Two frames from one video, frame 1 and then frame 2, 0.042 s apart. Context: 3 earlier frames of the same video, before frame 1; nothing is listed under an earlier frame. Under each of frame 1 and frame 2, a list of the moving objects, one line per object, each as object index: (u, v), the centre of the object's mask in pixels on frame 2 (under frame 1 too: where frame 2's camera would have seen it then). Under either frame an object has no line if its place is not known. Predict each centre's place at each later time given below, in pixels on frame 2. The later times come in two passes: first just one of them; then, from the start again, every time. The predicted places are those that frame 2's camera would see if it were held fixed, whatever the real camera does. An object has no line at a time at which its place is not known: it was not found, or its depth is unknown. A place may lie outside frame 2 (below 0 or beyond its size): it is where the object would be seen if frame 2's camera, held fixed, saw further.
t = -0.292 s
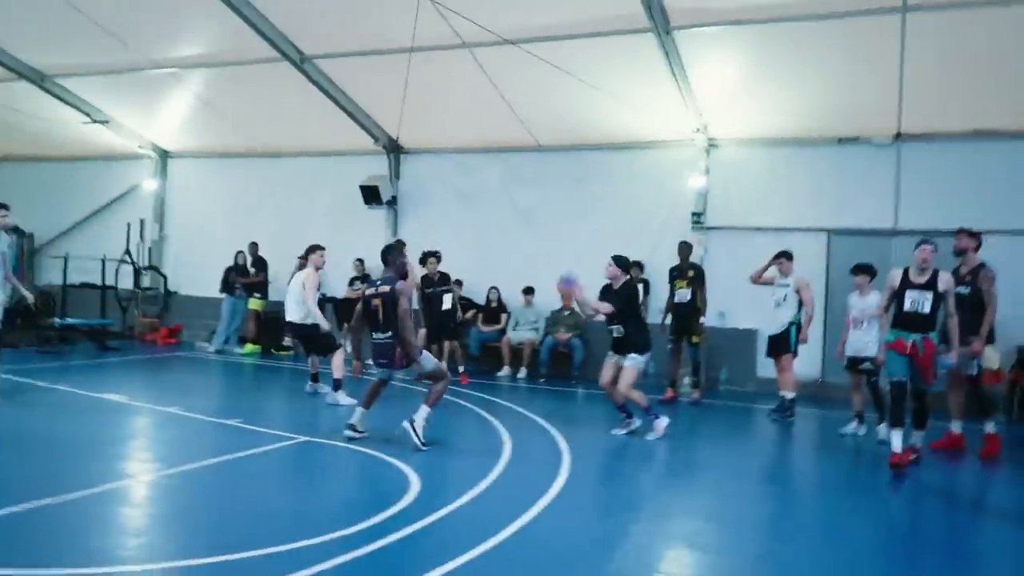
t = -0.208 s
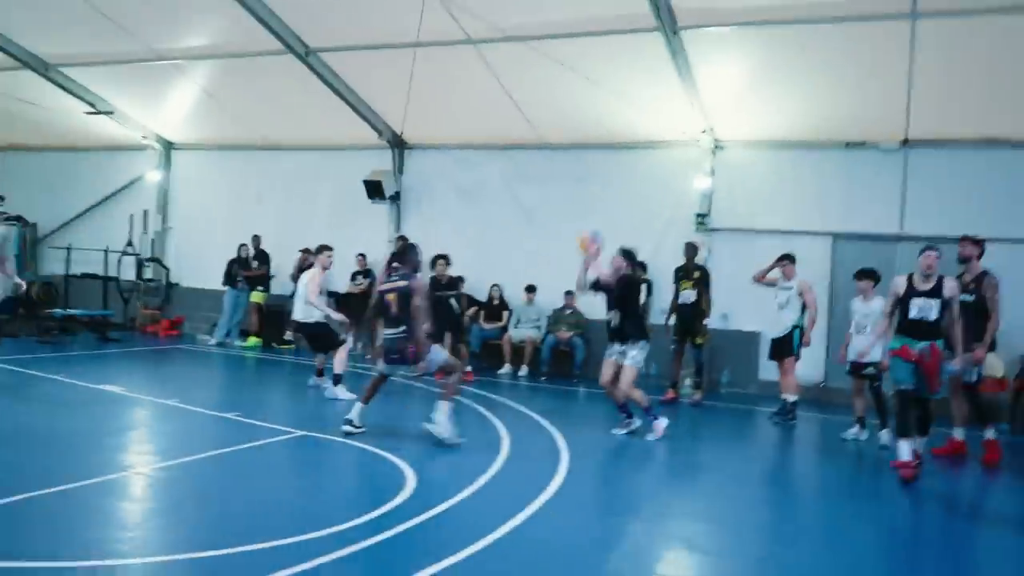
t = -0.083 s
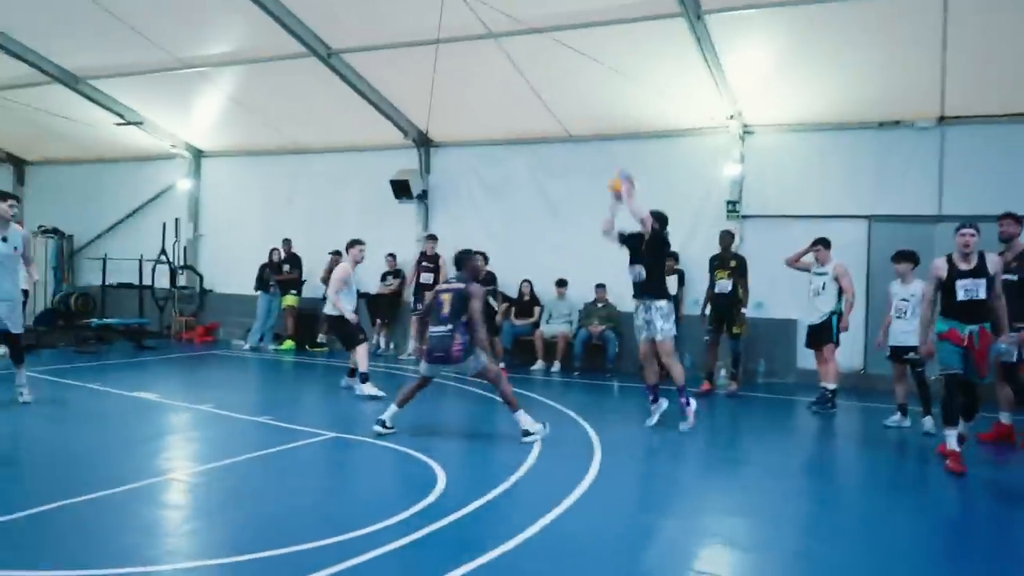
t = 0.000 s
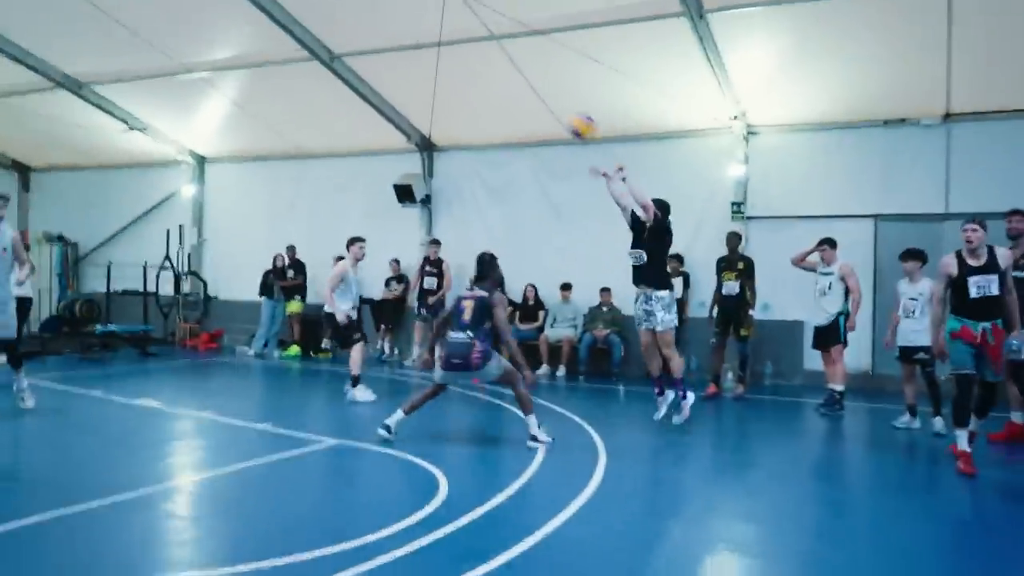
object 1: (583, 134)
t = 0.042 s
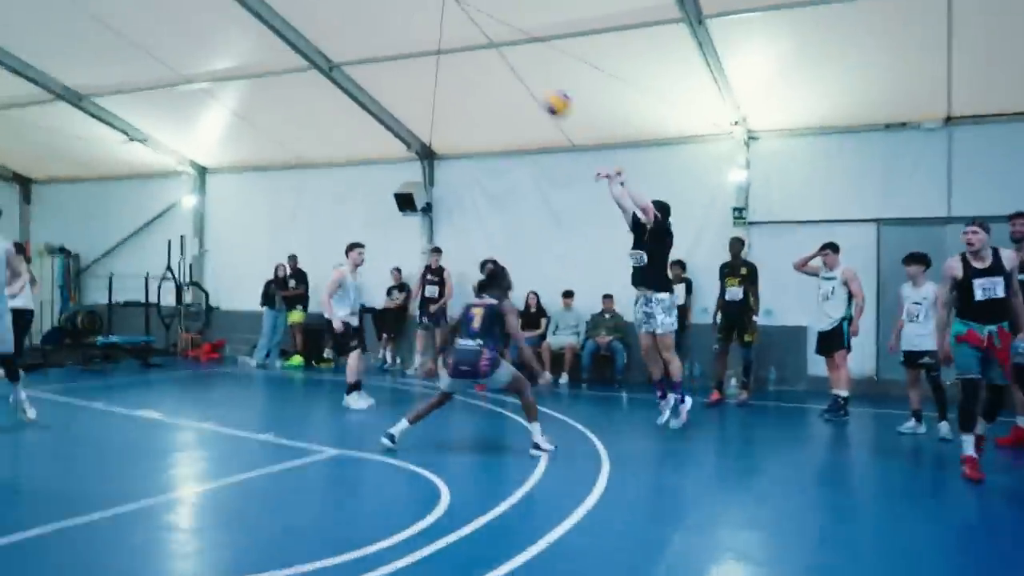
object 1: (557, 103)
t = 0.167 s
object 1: (480, 25)
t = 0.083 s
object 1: (532, 77)
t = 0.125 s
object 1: (507, 49)
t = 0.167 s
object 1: (480, 25)
